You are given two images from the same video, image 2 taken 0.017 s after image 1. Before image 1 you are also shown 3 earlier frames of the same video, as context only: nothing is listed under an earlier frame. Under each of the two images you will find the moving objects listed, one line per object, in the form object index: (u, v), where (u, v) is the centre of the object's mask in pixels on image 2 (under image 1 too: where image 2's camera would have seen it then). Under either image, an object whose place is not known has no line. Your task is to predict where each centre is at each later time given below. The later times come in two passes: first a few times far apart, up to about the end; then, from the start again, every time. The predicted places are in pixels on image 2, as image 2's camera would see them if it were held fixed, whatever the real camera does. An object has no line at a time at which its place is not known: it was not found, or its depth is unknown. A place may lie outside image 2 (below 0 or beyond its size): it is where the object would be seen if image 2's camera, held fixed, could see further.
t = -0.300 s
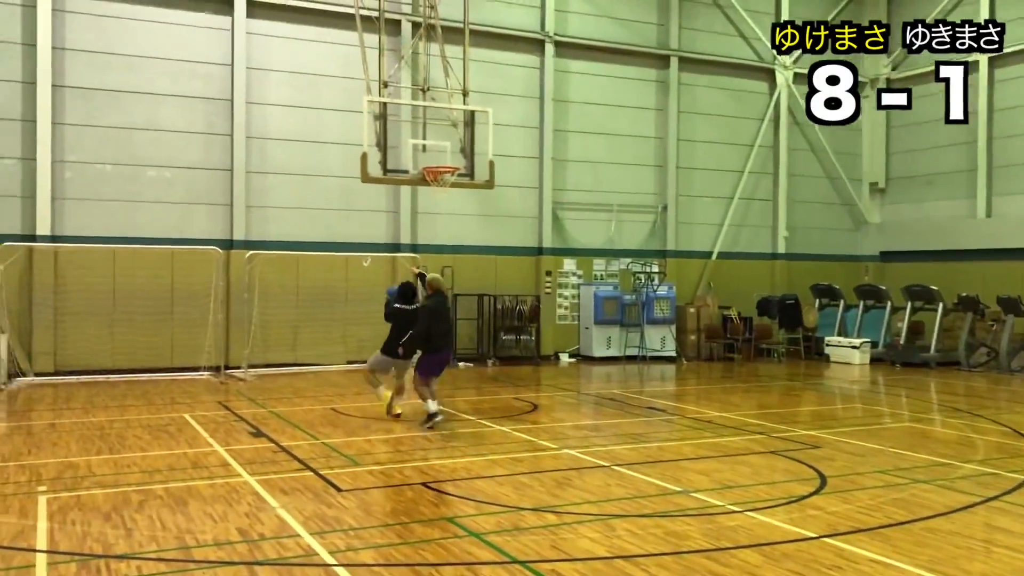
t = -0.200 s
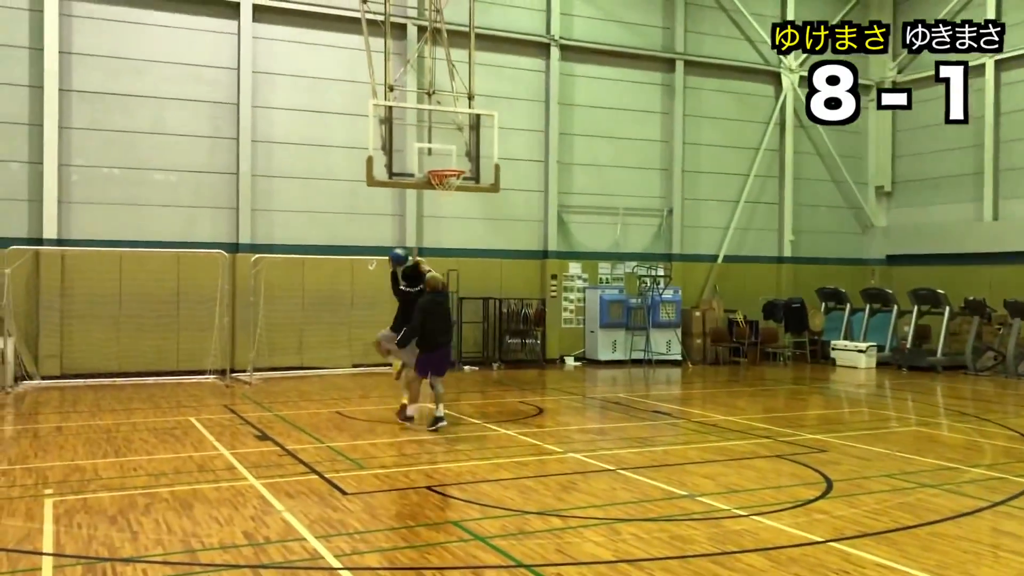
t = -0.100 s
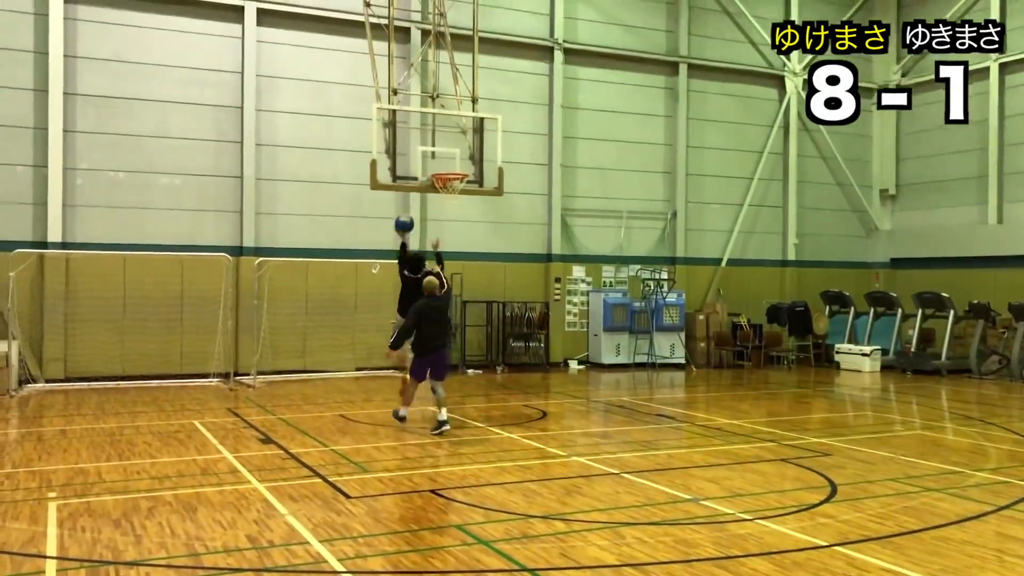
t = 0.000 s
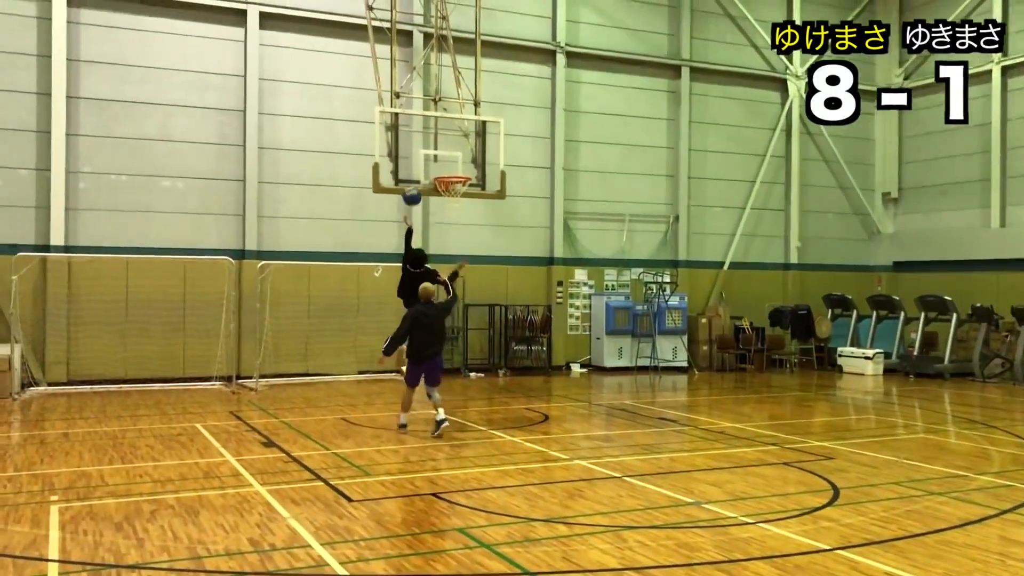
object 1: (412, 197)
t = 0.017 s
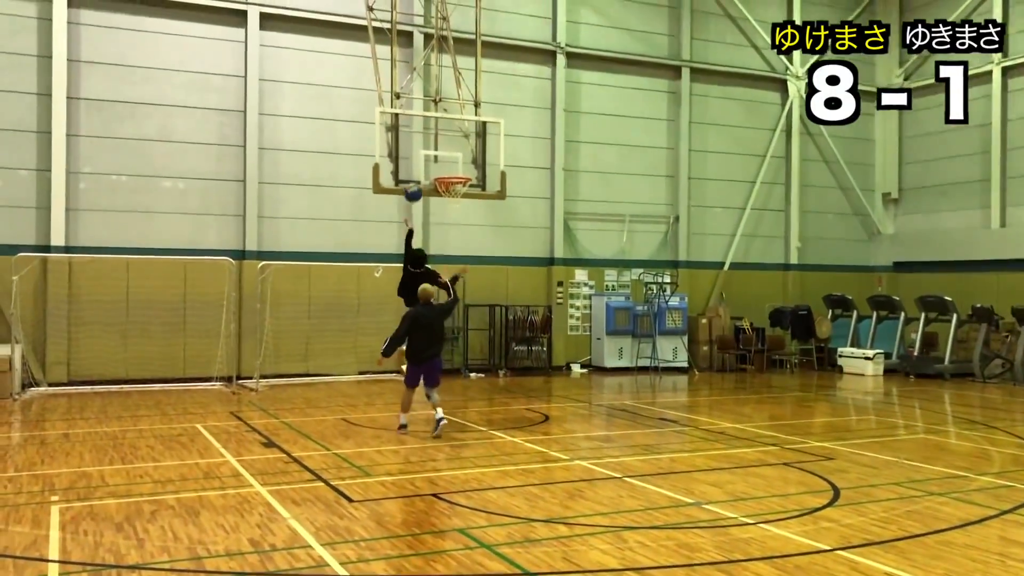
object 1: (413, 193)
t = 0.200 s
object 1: (424, 160)
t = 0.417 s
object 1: (442, 161)
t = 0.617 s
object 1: (457, 190)
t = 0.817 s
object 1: (456, 219)
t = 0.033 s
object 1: (414, 188)
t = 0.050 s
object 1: (415, 184)
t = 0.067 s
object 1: (417, 181)
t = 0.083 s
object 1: (417, 177)
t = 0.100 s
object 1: (418, 174)
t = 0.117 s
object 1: (419, 171)
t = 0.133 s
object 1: (420, 168)
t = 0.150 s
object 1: (421, 165)
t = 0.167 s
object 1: (422, 163)
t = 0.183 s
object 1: (423, 161)
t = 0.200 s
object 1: (424, 160)
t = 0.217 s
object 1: (425, 159)
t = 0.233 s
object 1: (427, 158)
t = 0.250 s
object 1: (428, 157)
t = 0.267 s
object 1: (429, 157)
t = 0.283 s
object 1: (431, 156)
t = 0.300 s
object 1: (432, 156)
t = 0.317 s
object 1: (433, 157)
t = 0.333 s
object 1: (435, 157)
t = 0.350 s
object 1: (436, 157)
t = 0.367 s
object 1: (438, 157)
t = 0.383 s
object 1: (439, 158)
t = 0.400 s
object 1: (441, 160)
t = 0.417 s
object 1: (442, 161)
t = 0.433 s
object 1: (443, 162)
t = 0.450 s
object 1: (445, 164)
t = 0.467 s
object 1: (446, 166)
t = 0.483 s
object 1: (448, 168)
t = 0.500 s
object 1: (449, 169)
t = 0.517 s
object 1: (450, 171)
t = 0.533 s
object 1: (452, 175)
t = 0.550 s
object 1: (454, 179)
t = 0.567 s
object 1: (454, 181)
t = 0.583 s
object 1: (457, 186)
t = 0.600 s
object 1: (457, 188)
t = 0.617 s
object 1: (457, 190)
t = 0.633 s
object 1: (458, 191)
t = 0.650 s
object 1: (457, 193)
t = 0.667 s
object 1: (457, 194)
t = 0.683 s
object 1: (457, 197)
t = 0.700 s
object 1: (457, 200)
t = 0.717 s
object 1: (457, 201)
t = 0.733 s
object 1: (457, 203)
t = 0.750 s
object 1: (457, 206)
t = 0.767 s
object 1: (457, 209)
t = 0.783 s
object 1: (457, 212)
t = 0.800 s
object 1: (457, 215)
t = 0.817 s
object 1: (456, 219)
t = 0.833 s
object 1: (456, 222)
